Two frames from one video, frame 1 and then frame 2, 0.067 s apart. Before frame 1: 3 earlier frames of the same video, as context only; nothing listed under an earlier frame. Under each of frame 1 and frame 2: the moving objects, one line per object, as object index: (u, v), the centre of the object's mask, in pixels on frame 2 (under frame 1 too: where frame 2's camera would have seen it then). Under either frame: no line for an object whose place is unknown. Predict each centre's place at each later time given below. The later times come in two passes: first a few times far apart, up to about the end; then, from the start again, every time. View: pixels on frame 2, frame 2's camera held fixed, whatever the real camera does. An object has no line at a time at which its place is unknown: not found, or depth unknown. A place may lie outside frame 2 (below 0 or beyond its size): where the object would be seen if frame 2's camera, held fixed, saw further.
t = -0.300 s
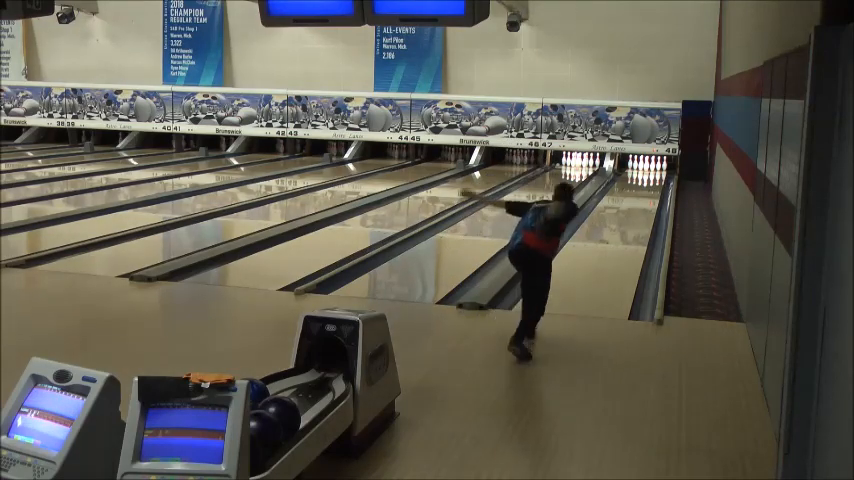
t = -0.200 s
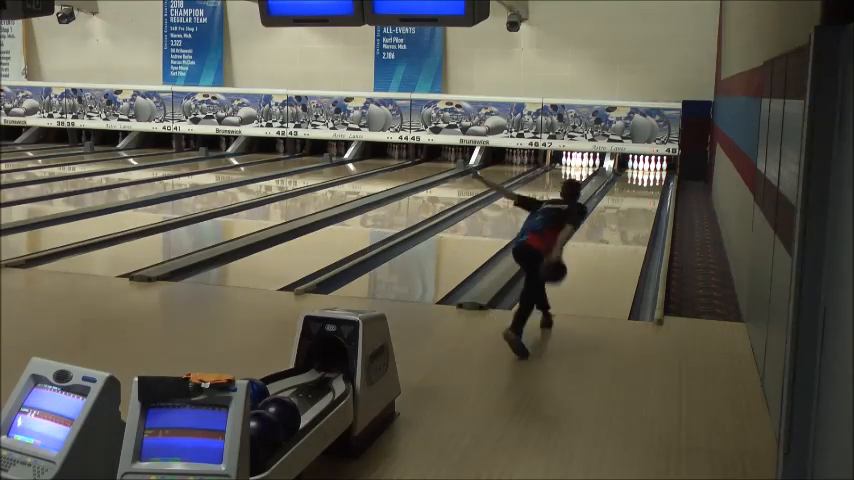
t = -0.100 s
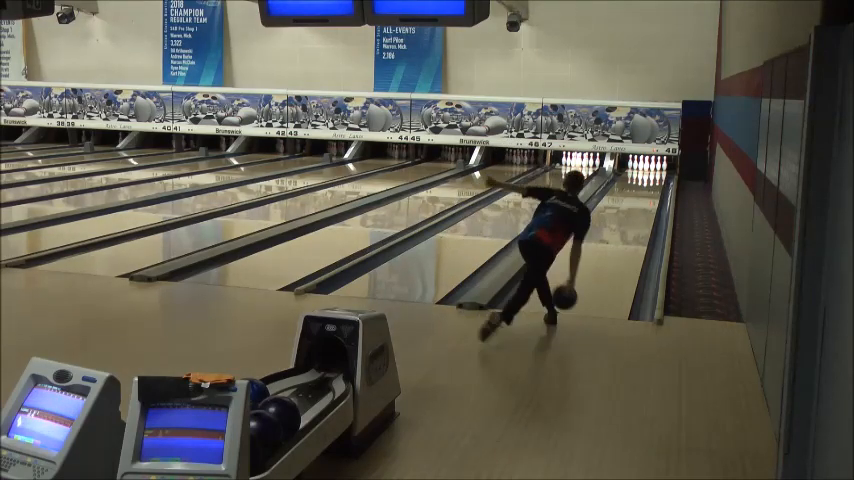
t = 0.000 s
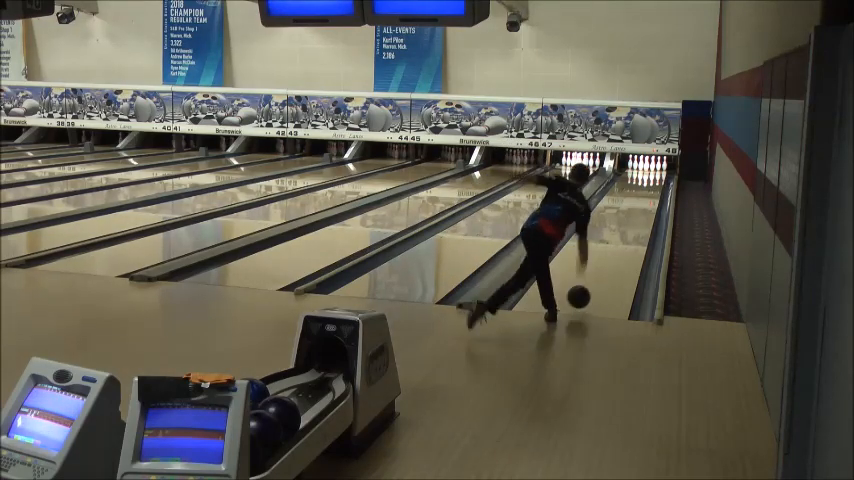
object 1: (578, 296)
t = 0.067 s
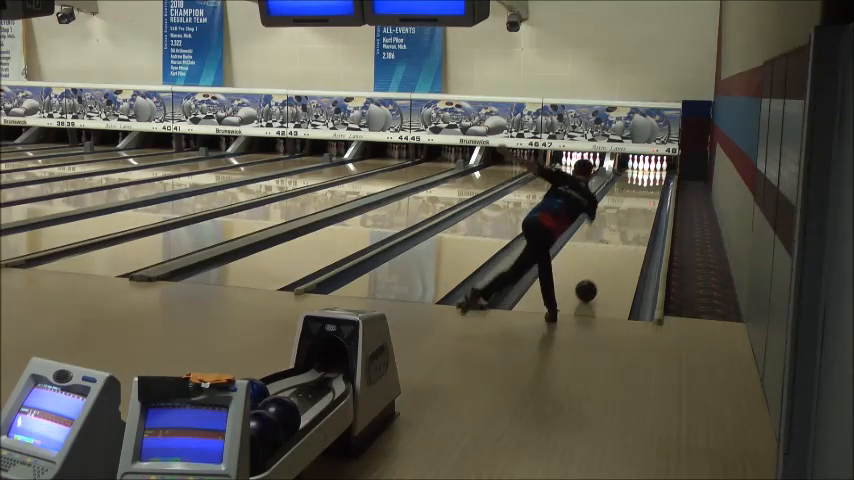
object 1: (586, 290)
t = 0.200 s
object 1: (598, 272)
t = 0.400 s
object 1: (613, 250)
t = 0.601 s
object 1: (624, 233)
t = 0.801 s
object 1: (633, 219)
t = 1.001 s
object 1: (640, 208)
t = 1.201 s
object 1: (645, 199)
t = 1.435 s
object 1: (649, 190)
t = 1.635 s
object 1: (651, 183)
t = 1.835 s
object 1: (651, 179)
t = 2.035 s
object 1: (649, 173)
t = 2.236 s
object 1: (646, 170)
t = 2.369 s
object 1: (645, 167)
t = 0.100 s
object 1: (589, 285)
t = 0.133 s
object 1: (592, 281)
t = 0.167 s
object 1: (596, 276)
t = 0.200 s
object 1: (598, 272)
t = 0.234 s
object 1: (601, 268)
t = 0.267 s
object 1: (604, 264)
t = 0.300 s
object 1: (606, 260)
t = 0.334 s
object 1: (609, 257)
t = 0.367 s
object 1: (611, 253)
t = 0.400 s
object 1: (613, 250)
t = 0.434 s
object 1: (615, 247)
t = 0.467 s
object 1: (617, 244)
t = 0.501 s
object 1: (619, 241)
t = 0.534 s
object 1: (621, 238)
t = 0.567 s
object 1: (623, 235)
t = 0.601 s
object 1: (624, 233)
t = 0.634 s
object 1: (626, 231)
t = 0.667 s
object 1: (628, 228)
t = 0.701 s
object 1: (629, 226)
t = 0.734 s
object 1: (631, 224)
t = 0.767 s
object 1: (632, 222)
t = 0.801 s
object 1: (633, 219)
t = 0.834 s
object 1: (634, 217)
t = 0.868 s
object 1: (635, 216)
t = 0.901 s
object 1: (637, 214)
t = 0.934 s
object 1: (638, 212)
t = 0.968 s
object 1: (639, 210)
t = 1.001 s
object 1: (640, 208)
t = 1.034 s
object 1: (641, 206)
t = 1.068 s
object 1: (642, 205)
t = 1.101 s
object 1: (643, 203)
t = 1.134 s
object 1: (643, 201)
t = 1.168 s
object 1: (644, 200)
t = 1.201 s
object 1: (645, 199)
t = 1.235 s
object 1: (646, 197)
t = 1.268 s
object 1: (646, 196)
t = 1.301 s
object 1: (647, 195)
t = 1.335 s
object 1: (647, 194)
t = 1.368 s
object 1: (648, 192)
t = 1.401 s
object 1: (648, 191)
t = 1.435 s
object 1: (649, 190)
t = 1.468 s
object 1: (649, 189)
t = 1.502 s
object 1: (650, 187)
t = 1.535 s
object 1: (650, 186)
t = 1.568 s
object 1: (650, 185)
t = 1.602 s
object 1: (651, 185)
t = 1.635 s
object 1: (651, 183)
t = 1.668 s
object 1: (651, 183)
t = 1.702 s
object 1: (651, 182)
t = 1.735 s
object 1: (651, 181)
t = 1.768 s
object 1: (651, 180)
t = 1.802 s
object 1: (651, 179)
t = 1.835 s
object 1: (651, 179)
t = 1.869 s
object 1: (651, 177)
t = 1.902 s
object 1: (650, 176)
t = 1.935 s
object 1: (651, 176)
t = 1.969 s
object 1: (650, 175)
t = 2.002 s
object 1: (649, 174)
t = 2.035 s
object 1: (649, 173)
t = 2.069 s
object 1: (648, 173)
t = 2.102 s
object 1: (648, 172)
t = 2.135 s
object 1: (647, 172)
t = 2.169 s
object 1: (647, 171)
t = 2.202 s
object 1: (646, 170)
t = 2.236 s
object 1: (646, 170)
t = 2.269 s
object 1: (646, 169)
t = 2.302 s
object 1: (645, 168)
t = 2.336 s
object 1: (645, 168)
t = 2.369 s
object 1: (645, 167)
